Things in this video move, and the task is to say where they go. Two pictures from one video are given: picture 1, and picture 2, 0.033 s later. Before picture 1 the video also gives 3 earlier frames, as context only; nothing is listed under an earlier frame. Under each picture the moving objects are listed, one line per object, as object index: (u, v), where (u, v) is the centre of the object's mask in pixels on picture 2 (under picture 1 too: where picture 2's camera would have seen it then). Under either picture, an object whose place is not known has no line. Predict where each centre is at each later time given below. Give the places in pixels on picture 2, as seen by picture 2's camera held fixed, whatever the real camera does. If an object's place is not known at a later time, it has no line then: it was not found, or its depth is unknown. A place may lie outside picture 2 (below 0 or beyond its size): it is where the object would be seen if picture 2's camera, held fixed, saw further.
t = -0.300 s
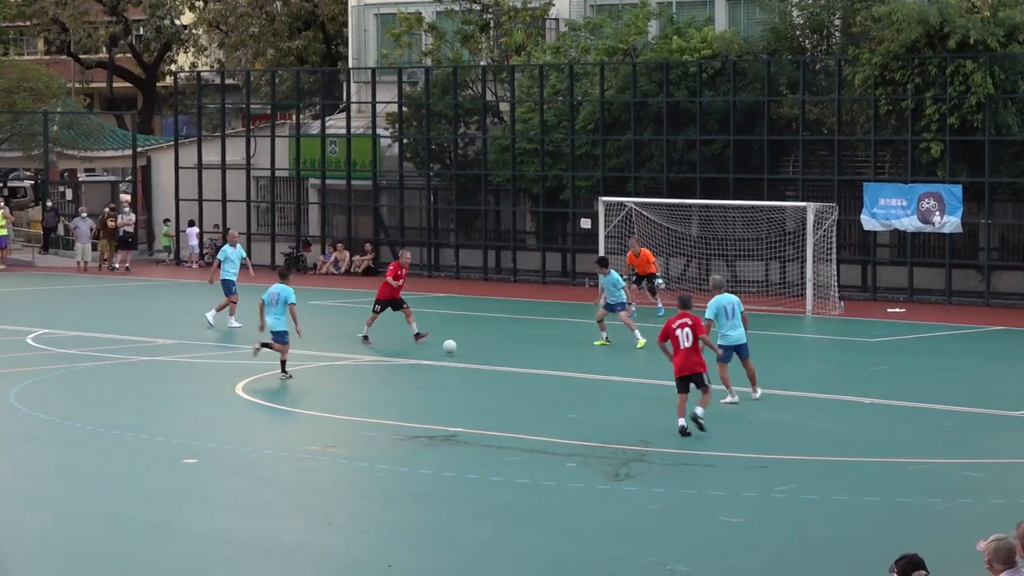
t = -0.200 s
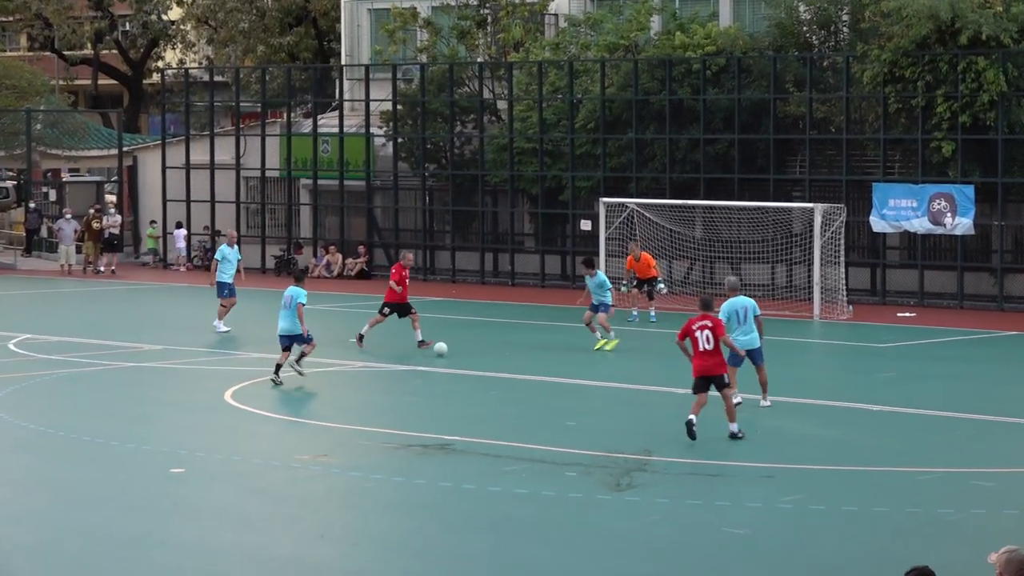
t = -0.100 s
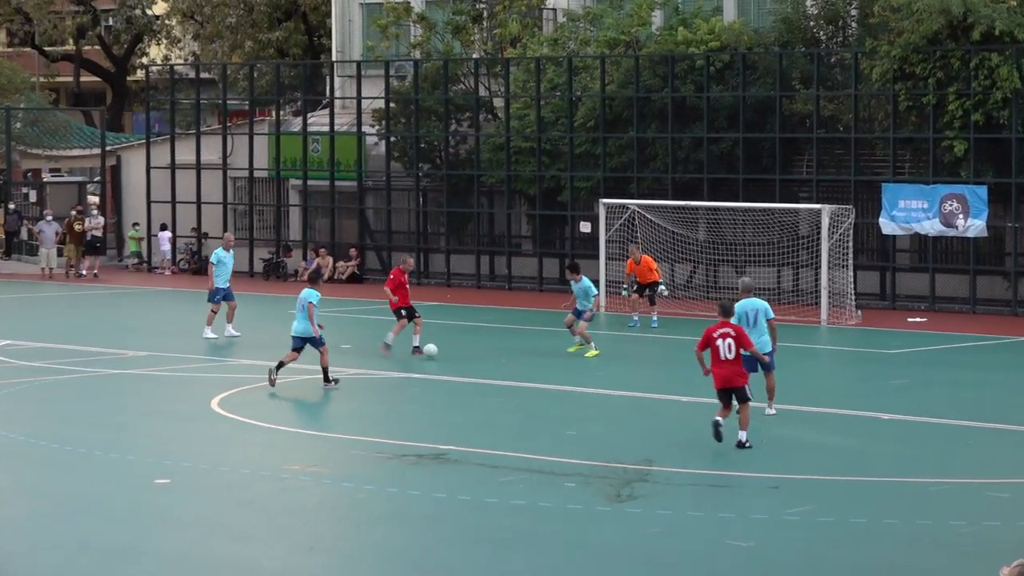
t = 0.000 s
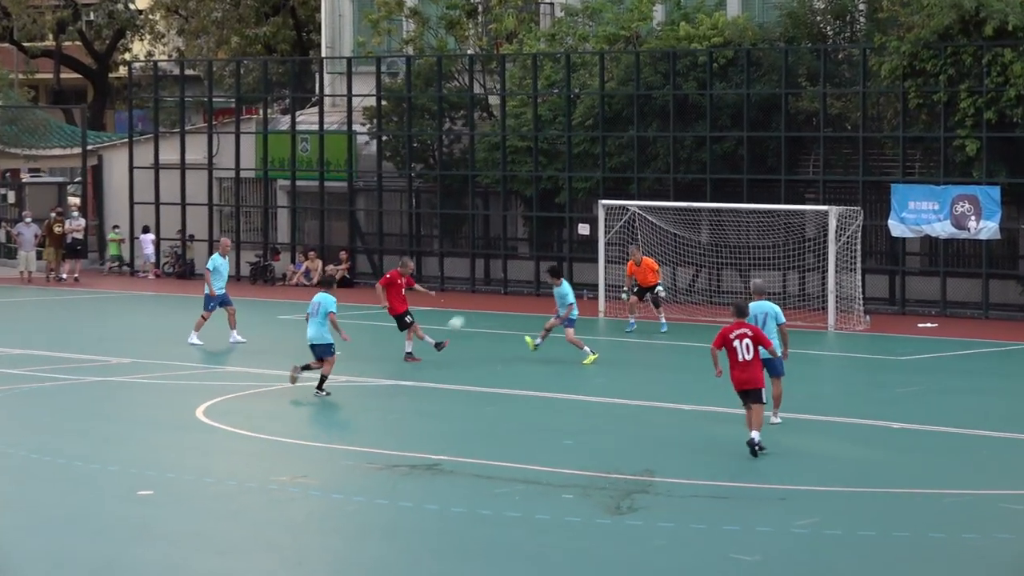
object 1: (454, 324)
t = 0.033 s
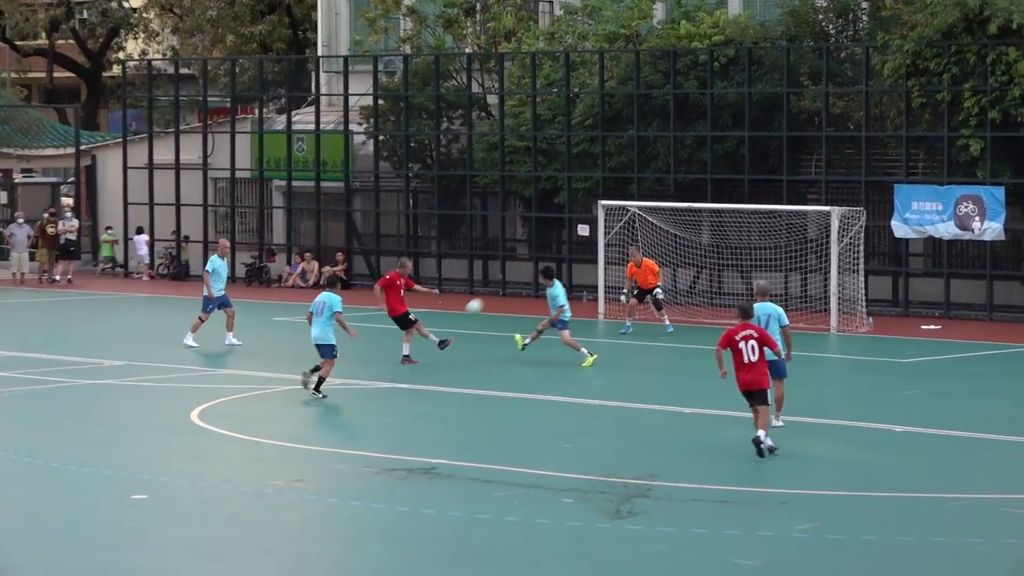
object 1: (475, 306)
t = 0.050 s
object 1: (485, 297)
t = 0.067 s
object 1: (494, 289)
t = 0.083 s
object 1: (504, 281)
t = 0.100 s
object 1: (514, 272)
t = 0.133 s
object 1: (534, 256)
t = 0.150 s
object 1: (544, 249)
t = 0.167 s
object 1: (553, 242)
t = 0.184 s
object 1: (563, 235)
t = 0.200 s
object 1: (573, 227)
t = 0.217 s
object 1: (583, 219)
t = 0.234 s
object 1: (590, 214)
